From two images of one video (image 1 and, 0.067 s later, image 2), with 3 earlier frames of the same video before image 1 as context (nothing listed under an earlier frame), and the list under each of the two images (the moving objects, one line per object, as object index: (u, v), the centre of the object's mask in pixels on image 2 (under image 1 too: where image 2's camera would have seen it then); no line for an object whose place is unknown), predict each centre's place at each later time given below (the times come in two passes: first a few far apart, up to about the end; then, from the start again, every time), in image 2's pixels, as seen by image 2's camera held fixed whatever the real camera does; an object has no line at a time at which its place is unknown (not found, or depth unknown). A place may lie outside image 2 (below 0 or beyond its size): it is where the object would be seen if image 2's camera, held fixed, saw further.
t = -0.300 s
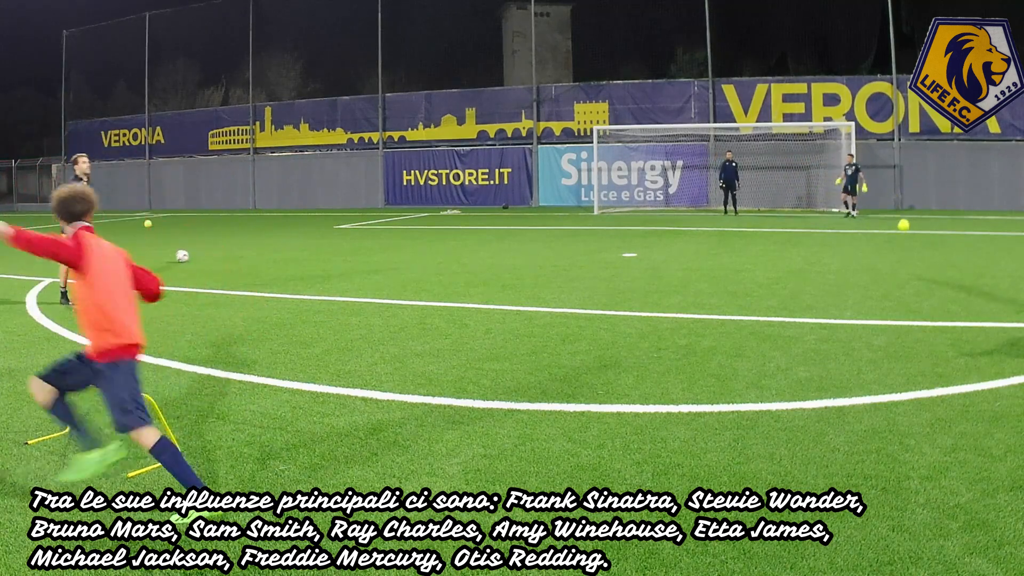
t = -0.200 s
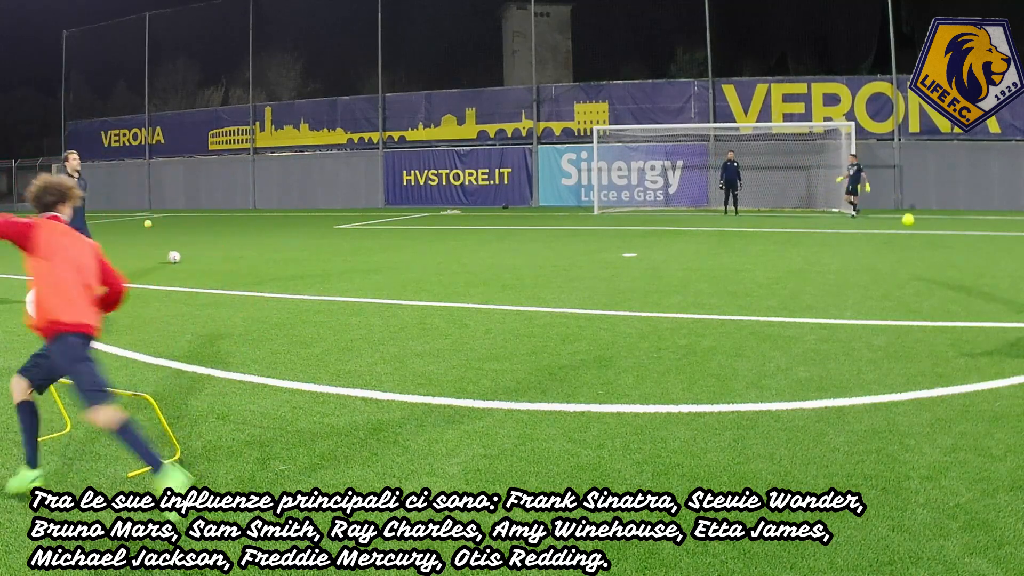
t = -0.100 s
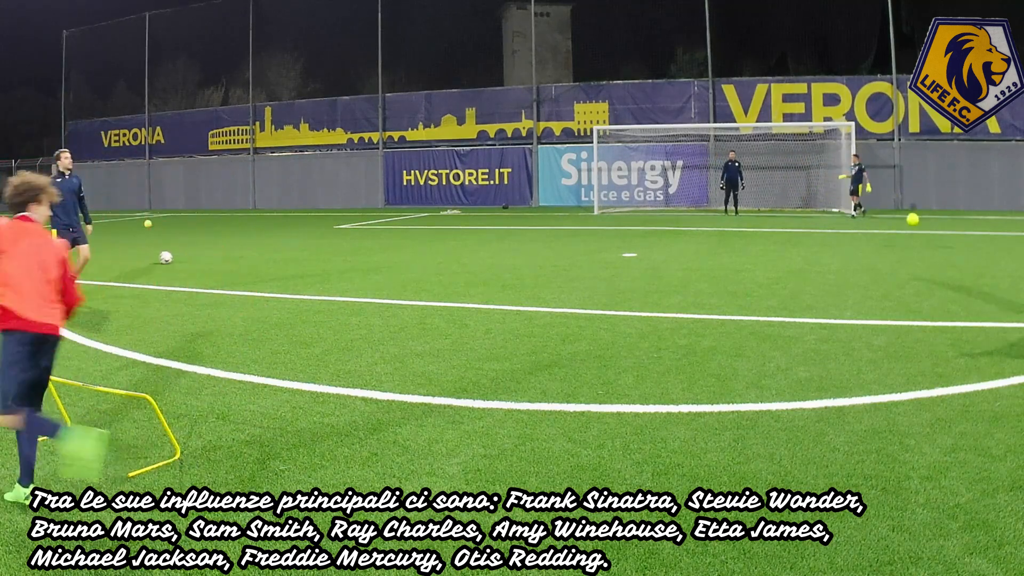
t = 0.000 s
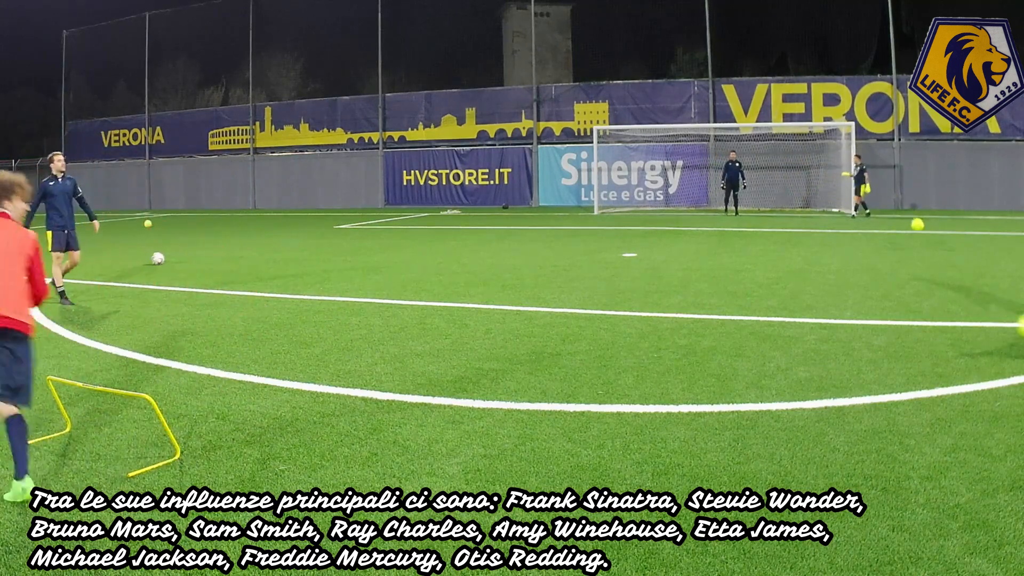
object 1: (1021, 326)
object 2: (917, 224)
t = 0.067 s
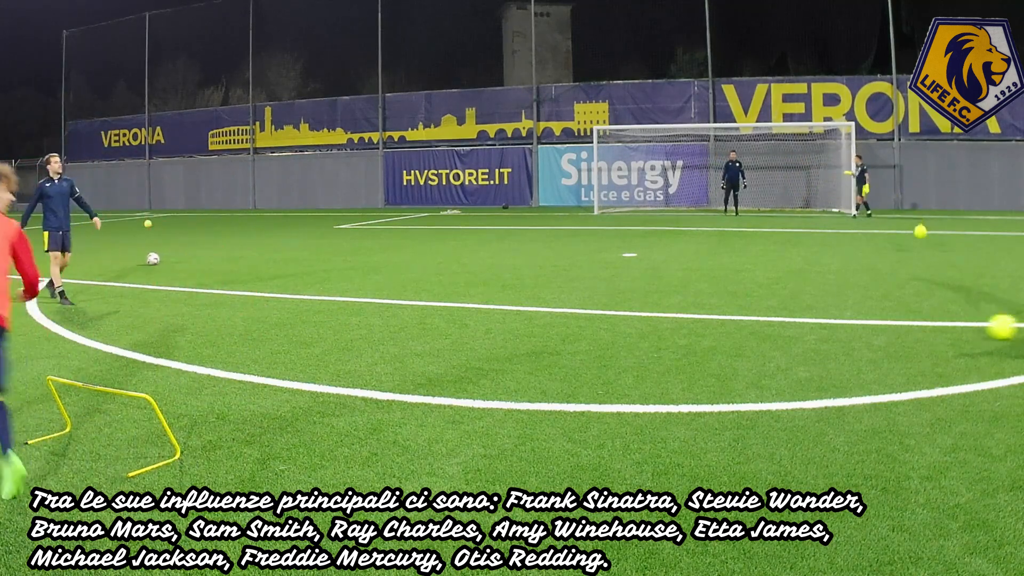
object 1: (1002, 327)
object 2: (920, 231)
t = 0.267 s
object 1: (920, 330)
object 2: (931, 241)
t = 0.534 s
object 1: (827, 333)
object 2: (946, 255)
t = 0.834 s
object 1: (740, 334)
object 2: (966, 266)
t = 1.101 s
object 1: (669, 334)
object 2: (986, 275)
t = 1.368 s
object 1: (605, 335)
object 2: (1007, 289)
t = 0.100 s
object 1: (988, 327)
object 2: (922, 236)
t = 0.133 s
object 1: (974, 328)
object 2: (924, 241)
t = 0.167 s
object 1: (960, 329)
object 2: (925, 246)
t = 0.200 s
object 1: (946, 330)
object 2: (927, 245)
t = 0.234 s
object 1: (933, 330)
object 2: (929, 243)
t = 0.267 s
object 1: (920, 330)
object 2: (931, 241)
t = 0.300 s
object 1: (908, 330)
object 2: (933, 241)
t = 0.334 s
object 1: (895, 331)
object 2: (935, 241)
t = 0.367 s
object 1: (883, 332)
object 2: (937, 241)
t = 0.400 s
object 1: (871, 332)
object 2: (938, 242)
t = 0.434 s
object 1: (860, 332)
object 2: (940, 244)
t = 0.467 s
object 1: (849, 332)
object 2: (943, 247)
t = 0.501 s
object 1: (838, 332)
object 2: (944, 250)
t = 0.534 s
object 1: (827, 333)
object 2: (946, 255)
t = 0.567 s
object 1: (818, 333)
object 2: (948, 258)
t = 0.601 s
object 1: (808, 333)
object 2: (950, 258)
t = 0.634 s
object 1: (798, 333)
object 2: (953, 257)
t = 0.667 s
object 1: (788, 333)
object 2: (955, 258)
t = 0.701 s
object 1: (778, 333)
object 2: (957, 259)
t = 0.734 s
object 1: (768, 334)
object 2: (959, 262)
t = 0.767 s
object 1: (759, 334)
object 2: (962, 264)
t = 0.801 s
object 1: (749, 334)
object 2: (964, 266)
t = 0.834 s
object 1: (740, 334)
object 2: (966, 266)
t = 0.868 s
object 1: (731, 334)
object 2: (969, 266)
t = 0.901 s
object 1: (722, 334)
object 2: (971, 268)
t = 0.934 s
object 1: (713, 334)
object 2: (974, 270)
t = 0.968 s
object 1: (704, 334)
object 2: (976, 272)
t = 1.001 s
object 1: (695, 335)
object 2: (979, 273)
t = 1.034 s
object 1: (686, 334)
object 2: (981, 273)
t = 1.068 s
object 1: (677, 334)
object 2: (984, 274)
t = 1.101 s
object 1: (669, 334)
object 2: (986, 275)
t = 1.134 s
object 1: (660, 335)
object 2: (989, 278)
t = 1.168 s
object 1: (652, 335)
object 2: (991, 280)
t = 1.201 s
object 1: (644, 334)
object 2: (994, 281)
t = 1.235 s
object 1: (636, 334)
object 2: (996, 281)
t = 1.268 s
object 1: (628, 334)
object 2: (999, 282)
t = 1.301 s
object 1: (620, 335)
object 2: (1001, 284)
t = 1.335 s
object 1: (613, 335)
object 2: (1004, 286)
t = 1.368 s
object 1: (605, 335)
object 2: (1007, 289)
